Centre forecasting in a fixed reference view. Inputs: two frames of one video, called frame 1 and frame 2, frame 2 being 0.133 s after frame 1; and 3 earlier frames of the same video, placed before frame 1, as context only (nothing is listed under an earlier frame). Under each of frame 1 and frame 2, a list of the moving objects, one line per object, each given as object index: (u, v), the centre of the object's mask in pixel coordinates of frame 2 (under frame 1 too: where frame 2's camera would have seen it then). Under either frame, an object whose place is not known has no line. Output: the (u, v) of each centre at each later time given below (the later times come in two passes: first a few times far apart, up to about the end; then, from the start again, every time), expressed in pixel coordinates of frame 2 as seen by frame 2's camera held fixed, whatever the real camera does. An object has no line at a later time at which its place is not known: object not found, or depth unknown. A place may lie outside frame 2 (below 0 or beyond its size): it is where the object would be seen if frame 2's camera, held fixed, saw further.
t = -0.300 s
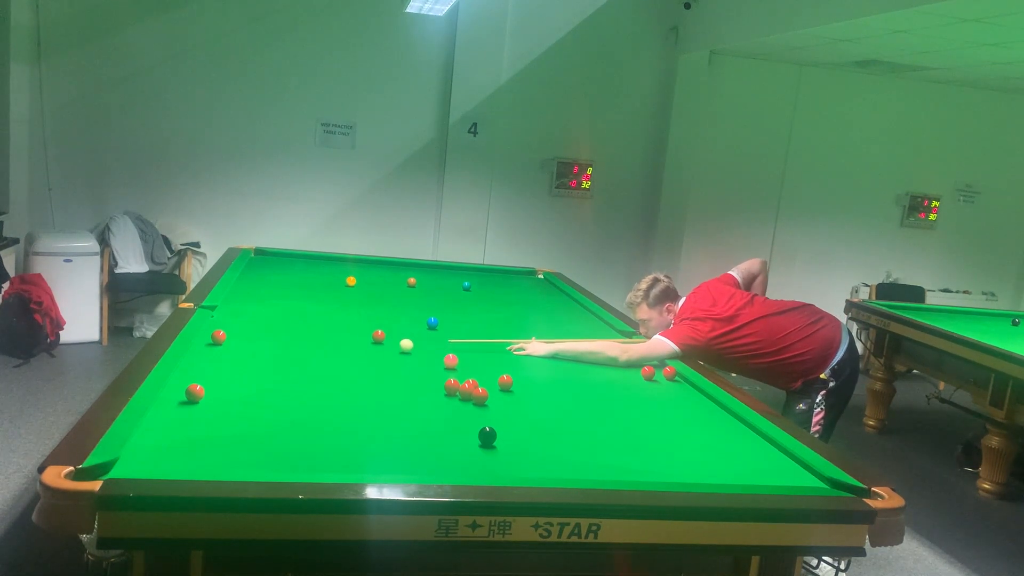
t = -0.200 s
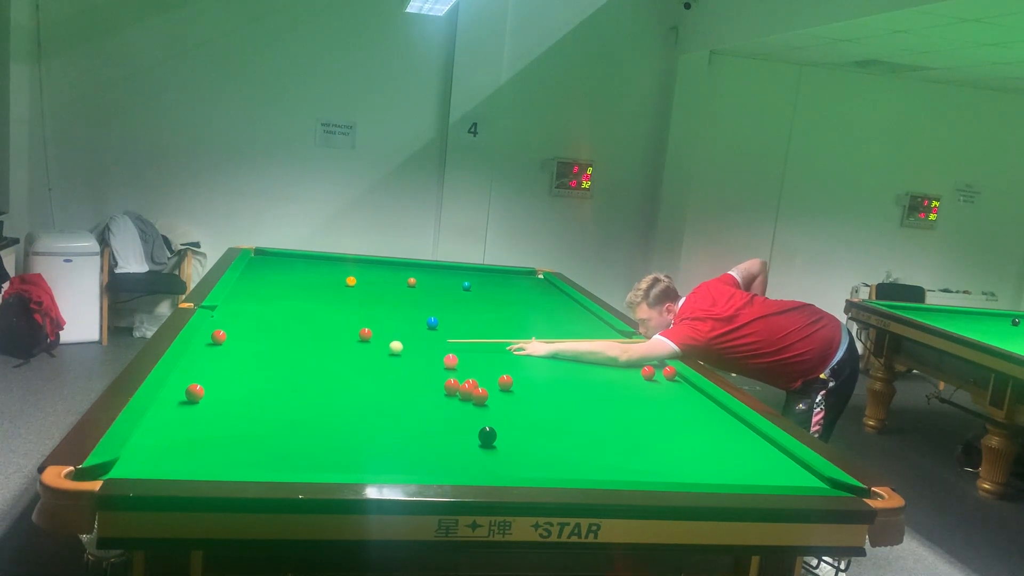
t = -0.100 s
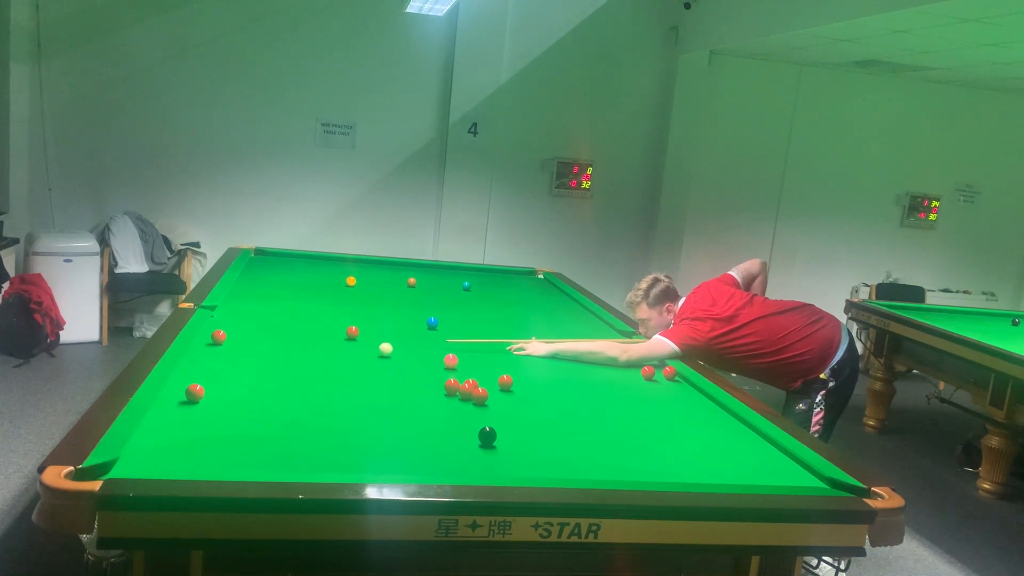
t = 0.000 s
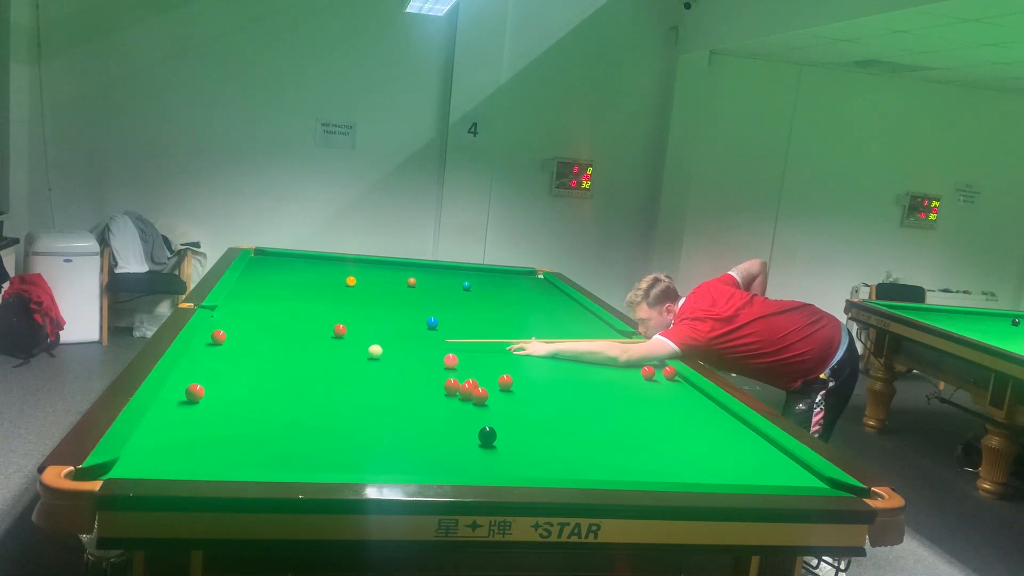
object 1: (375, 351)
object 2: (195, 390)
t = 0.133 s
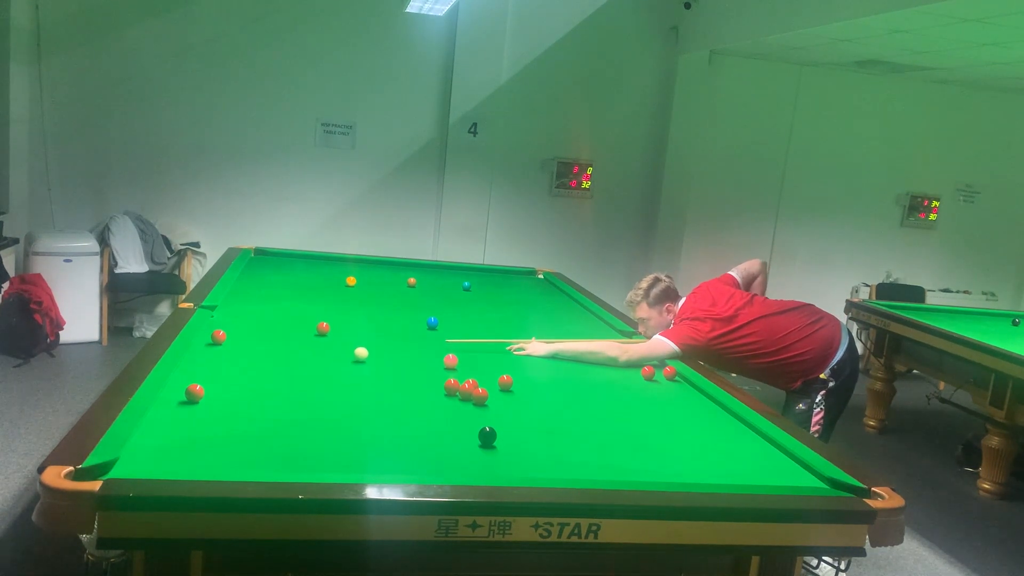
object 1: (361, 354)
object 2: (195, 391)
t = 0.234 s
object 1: (350, 355)
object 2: (195, 390)
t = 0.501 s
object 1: (321, 361)
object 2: (195, 390)
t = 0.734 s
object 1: (294, 366)
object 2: (195, 390)
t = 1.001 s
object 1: (263, 372)
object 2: (195, 390)
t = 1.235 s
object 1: (235, 377)
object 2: (194, 390)
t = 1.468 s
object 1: (208, 383)
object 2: (194, 390)
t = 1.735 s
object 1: (175, 389)
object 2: (194, 393)
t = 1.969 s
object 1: (175, 393)
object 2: (203, 394)
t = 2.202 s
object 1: (174, 396)
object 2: (212, 396)
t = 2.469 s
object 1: (173, 399)
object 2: (221, 397)
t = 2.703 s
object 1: (173, 401)
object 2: (228, 399)
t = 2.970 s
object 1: (172, 403)
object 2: (234, 399)
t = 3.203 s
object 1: (172, 405)
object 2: (238, 400)
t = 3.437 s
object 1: (173, 406)
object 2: (240, 400)
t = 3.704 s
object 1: (172, 406)
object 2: (242, 400)
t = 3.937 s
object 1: (172, 406)
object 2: (242, 400)
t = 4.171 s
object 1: (172, 406)
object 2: (242, 400)
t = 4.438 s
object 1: (172, 406)
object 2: (242, 400)
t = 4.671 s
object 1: (172, 406)
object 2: (242, 400)
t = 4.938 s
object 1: (172, 406)
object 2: (242, 400)
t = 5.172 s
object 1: (172, 406)
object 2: (242, 400)
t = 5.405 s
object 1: (173, 406)
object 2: (242, 400)
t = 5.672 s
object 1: (172, 406)
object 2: (242, 400)
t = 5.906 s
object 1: (173, 406)
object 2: (242, 400)
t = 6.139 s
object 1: (172, 406)
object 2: (242, 400)
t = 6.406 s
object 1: (172, 406)
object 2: (242, 400)
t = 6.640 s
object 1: (172, 406)
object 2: (242, 400)
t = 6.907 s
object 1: (172, 406)
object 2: (242, 400)
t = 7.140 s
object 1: (172, 406)
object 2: (242, 400)
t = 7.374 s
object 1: (172, 406)
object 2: (242, 400)
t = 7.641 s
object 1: (172, 406)
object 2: (242, 400)
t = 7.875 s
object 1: (172, 406)
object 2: (242, 400)
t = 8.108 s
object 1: (172, 406)
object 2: (242, 400)
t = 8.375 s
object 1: (172, 406)
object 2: (242, 400)
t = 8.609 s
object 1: (172, 406)
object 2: (242, 400)
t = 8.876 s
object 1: (172, 406)
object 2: (242, 400)
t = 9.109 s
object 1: (172, 406)
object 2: (242, 400)
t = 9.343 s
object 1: (172, 406)
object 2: (242, 400)
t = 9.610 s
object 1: (172, 406)
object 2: (242, 400)
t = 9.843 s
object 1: (172, 406)
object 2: (242, 400)
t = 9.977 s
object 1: (172, 406)
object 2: (242, 400)
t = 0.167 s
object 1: (357, 354)
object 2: (195, 390)
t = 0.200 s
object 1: (354, 355)
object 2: (195, 390)
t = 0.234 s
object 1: (350, 355)
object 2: (195, 390)
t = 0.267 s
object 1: (346, 356)
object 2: (195, 390)
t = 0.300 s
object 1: (343, 357)
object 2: (195, 390)
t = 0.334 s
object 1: (339, 357)
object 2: (195, 390)
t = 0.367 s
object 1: (336, 358)
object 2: (195, 390)
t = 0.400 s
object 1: (332, 359)
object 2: (195, 390)
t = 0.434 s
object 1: (328, 360)
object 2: (195, 390)
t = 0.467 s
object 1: (324, 360)
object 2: (195, 390)
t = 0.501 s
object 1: (321, 361)
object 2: (195, 390)
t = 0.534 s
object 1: (317, 362)
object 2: (195, 390)
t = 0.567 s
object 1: (313, 363)
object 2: (195, 390)
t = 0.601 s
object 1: (309, 363)
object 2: (195, 390)
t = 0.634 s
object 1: (306, 364)
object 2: (195, 390)
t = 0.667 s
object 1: (302, 365)
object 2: (195, 390)
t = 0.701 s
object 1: (298, 366)
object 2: (195, 390)
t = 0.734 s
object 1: (294, 366)
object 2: (195, 390)
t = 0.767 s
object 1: (290, 367)
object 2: (195, 390)
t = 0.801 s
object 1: (287, 367)
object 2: (195, 390)
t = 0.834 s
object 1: (283, 368)
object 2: (195, 390)
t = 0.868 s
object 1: (279, 369)
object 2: (195, 390)
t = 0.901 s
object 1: (275, 370)
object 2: (195, 390)
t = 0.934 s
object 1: (271, 371)
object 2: (195, 390)
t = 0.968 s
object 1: (267, 371)
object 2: (195, 390)
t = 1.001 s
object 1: (263, 372)
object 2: (195, 390)
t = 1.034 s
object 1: (260, 373)
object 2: (195, 390)
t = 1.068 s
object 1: (256, 373)
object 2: (195, 390)
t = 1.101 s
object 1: (251, 374)
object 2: (195, 391)
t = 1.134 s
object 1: (247, 375)
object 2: (194, 390)
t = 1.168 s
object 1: (243, 376)
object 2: (194, 390)
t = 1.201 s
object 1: (239, 377)
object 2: (194, 390)
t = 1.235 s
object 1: (235, 377)
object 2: (194, 390)
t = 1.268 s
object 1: (231, 378)
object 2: (194, 390)
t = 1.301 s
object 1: (227, 379)
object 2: (194, 390)
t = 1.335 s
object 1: (223, 380)
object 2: (194, 390)
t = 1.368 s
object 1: (219, 381)
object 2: (194, 390)
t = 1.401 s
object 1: (215, 381)
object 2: (194, 390)
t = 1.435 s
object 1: (212, 382)
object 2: (194, 390)
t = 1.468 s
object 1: (208, 383)
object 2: (194, 390)
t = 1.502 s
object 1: (205, 382)
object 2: (194, 391)
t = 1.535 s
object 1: (201, 382)
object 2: (194, 391)
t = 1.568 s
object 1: (196, 382)
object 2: (194, 391)
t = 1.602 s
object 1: (190, 382)
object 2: (195, 391)
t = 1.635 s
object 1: (185, 385)
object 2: (195, 391)
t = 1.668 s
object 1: (182, 387)
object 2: (194, 393)
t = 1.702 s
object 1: (178, 388)
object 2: (194, 393)
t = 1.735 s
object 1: (175, 389)
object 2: (194, 393)
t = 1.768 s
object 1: (175, 390)
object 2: (194, 393)
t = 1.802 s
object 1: (177, 390)
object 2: (195, 393)
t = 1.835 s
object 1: (176, 391)
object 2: (196, 393)
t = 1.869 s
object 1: (176, 391)
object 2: (198, 393)
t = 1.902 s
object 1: (176, 392)
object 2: (200, 394)
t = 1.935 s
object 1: (175, 393)
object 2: (201, 394)
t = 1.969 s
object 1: (175, 393)
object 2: (203, 394)
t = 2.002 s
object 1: (175, 394)
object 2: (204, 394)
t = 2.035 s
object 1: (175, 394)
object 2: (205, 395)
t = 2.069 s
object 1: (174, 394)
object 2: (207, 395)
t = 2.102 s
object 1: (174, 395)
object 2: (208, 395)
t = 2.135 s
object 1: (174, 395)
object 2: (210, 395)
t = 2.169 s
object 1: (174, 396)
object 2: (211, 396)
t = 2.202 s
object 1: (174, 396)
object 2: (212, 396)
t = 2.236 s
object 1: (174, 396)
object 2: (213, 396)
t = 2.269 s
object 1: (174, 397)
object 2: (215, 396)
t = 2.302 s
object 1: (174, 397)
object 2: (216, 396)
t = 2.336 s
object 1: (173, 398)
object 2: (217, 397)
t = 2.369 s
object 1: (173, 398)
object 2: (218, 397)
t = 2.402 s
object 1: (173, 398)
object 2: (219, 397)
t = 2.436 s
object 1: (173, 399)
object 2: (220, 397)
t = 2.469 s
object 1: (173, 399)
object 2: (221, 397)
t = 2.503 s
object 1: (173, 399)
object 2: (222, 397)
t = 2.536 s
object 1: (173, 400)
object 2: (223, 398)
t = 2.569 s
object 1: (173, 400)
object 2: (225, 398)
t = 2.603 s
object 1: (173, 400)
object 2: (225, 398)
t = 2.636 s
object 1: (173, 401)
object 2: (226, 398)
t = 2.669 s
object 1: (173, 401)
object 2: (227, 398)
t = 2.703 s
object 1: (173, 401)
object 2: (228, 399)
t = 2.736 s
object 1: (173, 402)
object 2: (229, 399)
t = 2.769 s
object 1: (173, 402)
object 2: (230, 399)
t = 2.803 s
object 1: (173, 402)
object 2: (230, 399)
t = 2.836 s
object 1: (172, 402)
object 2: (231, 399)
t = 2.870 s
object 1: (172, 403)
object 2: (232, 399)
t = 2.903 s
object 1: (172, 403)
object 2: (233, 399)
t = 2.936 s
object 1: (172, 403)
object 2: (233, 399)
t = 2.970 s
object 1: (172, 403)
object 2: (234, 399)
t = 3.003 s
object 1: (172, 403)
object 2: (234, 400)
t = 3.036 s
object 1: (172, 404)
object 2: (235, 400)
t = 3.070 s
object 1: (172, 404)
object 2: (236, 400)
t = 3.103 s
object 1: (172, 404)
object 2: (236, 400)
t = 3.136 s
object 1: (172, 404)
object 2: (237, 400)
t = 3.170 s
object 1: (172, 404)
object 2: (237, 400)
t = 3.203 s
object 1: (172, 405)
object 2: (238, 400)
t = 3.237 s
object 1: (172, 405)
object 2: (238, 400)
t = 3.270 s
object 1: (172, 405)
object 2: (239, 400)
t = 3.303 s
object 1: (172, 405)
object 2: (239, 400)
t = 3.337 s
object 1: (173, 405)
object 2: (239, 400)
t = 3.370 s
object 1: (172, 405)
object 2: (240, 400)
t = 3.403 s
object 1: (172, 406)
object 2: (240, 400)
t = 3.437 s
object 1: (173, 406)
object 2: (240, 400)
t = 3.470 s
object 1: (172, 406)
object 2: (241, 400)
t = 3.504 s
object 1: (172, 406)
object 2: (241, 400)
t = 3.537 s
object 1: (172, 406)
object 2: (241, 400)
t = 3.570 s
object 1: (172, 406)
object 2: (241, 400)
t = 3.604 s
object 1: (172, 406)
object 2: (241, 400)
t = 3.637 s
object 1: (172, 406)
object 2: (242, 400)
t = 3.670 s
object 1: (172, 406)
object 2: (242, 400)
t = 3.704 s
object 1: (172, 406)
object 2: (242, 400)
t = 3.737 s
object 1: (172, 406)
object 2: (242, 400)
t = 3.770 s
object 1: (172, 406)
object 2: (242, 400)
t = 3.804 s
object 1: (172, 406)
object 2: (242, 400)
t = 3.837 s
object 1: (172, 406)
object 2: (242, 400)
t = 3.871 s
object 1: (172, 406)
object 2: (242, 400)
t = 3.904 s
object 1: (172, 406)
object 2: (242, 400)
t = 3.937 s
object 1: (172, 406)
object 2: (242, 400)
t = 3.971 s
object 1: (172, 406)
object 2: (242, 400)
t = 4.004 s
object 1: (172, 406)
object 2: (242, 400)
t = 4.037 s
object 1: (172, 406)
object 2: (242, 400)
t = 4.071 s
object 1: (172, 406)
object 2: (242, 400)
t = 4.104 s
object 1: (172, 406)
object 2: (242, 400)
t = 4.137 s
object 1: (172, 406)
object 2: (242, 400)
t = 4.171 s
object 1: (172, 406)
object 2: (242, 400)
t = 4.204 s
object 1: (172, 406)
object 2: (242, 400)
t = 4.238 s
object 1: (172, 406)
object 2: (242, 400)
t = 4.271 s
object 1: (172, 406)
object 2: (242, 400)
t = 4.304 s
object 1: (172, 406)
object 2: (242, 400)
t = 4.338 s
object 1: (172, 406)
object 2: (242, 400)
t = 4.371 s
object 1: (172, 406)
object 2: (242, 400)
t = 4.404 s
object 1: (172, 406)
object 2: (242, 400)
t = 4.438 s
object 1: (172, 406)
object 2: (242, 400)
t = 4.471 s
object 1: (172, 406)
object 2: (242, 400)
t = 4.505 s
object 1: (172, 406)
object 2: (242, 400)
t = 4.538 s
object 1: (172, 406)
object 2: (242, 400)
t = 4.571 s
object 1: (172, 406)
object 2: (242, 400)
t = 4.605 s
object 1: (172, 406)
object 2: (242, 400)
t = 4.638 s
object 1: (172, 406)
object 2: (242, 400)
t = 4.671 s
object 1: (172, 406)
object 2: (242, 400)
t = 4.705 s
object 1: (172, 406)
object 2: (242, 400)
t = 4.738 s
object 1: (172, 406)
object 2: (242, 400)
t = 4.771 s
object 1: (172, 406)
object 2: (242, 400)
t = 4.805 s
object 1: (172, 406)
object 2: (242, 400)
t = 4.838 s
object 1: (172, 406)
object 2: (242, 400)
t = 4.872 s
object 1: (172, 406)
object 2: (242, 400)
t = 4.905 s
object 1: (172, 406)
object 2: (242, 400)
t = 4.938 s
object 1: (172, 406)
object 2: (242, 400)
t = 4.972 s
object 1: (172, 406)
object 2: (242, 400)
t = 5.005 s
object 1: (172, 406)
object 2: (242, 400)
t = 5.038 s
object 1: (172, 406)
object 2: (242, 400)
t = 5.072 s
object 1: (172, 406)
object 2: (242, 400)
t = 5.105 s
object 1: (173, 406)
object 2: (242, 400)
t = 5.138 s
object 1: (173, 406)
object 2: (242, 400)
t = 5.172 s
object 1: (172, 406)
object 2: (242, 400)
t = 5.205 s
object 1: (172, 406)
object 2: (242, 400)
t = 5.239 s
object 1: (172, 406)
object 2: (242, 400)
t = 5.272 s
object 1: (173, 406)
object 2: (242, 400)
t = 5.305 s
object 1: (173, 406)
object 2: (242, 400)
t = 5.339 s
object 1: (172, 406)
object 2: (242, 400)
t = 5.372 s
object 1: (172, 406)
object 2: (242, 400)
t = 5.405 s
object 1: (173, 406)
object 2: (242, 400)
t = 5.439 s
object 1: (172, 406)
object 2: (242, 400)
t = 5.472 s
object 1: (172, 406)
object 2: (242, 400)
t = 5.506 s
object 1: (173, 406)
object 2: (242, 400)
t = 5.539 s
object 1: (172, 406)
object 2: (242, 400)
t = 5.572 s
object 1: (172, 406)
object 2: (242, 400)
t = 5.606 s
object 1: (172, 406)
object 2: (242, 400)
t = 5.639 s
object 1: (172, 406)
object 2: (242, 400)
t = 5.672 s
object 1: (172, 406)
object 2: (242, 400)
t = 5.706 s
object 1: (172, 406)
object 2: (242, 400)
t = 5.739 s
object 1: (172, 406)
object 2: (242, 400)
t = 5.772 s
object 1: (172, 406)
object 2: (242, 400)
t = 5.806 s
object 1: (172, 406)
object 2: (242, 400)
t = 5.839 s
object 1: (172, 406)
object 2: (242, 400)
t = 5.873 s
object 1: (172, 406)
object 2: (242, 400)
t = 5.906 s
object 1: (173, 406)
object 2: (242, 400)
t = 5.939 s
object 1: (172, 406)
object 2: (242, 400)
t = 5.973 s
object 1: (172, 406)
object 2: (242, 400)
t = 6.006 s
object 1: (172, 406)
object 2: (242, 400)
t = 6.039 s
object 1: (172, 406)
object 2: (242, 400)
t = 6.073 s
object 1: (173, 406)
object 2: (242, 400)
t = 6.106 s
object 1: (172, 406)
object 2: (242, 400)
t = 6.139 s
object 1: (172, 406)
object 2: (242, 400)
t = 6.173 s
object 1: (172, 406)
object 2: (242, 400)
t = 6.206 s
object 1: (172, 406)
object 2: (242, 400)
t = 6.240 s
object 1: (173, 406)
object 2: (242, 400)
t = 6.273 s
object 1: (172, 406)
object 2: (242, 400)
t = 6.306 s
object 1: (173, 406)
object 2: (242, 400)
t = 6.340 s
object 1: (172, 406)
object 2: (242, 400)
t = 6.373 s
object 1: (172, 406)
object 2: (242, 400)
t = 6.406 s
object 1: (172, 406)
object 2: (242, 400)
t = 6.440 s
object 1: (172, 406)
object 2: (242, 400)
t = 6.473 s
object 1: (173, 406)
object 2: (242, 400)
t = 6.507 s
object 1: (172, 406)
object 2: (242, 400)
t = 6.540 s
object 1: (172, 406)
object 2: (242, 400)
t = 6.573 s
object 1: (172, 406)
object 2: (242, 400)
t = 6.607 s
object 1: (172, 406)
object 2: (242, 400)
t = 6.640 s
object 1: (172, 406)
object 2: (242, 400)
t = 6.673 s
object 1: (172, 406)
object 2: (242, 400)
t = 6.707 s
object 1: (172, 406)
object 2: (242, 400)
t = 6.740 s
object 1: (172, 406)
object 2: (242, 400)
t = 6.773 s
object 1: (172, 406)
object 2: (242, 400)
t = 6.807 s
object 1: (172, 406)
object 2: (242, 400)
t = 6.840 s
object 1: (172, 406)
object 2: (242, 400)
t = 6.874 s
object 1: (172, 406)
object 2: (242, 400)
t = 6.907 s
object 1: (172, 406)
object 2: (242, 400)
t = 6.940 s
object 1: (172, 406)
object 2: (242, 400)
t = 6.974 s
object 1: (172, 406)
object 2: (242, 400)
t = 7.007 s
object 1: (172, 406)
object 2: (242, 400)
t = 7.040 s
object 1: (172, 406)
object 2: (242, 400)
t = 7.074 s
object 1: (172, 406)
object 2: (242, 400)
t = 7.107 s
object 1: (172, 406)
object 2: (242, 400)
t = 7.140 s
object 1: (172, 406)
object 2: (242, 400)
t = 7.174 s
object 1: (172, 406)
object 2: (242, 400)
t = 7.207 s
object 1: (172, 406)
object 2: (242, 400)
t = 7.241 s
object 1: (172, 406)
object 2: (242, 400)
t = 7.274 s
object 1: (172, 406)
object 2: (242, 400)
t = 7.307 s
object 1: (172, 406)
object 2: (242, 400)
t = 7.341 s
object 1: (172, 406)
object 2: (242, 400)
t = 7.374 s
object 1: (172, 406)
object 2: (242, 400)
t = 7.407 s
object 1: (172, 406)
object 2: (242, 400)
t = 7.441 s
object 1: (172, 406)
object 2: (242, 400)
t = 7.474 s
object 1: (172, 406)
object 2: (242, 400)
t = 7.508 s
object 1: (172, 406)
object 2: (242, 400)
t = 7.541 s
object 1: (172, 406)
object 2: (242, 400)
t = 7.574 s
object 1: (172, 406)
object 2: (242, 400)
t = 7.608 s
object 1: (172, 406)
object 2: (242, 400)
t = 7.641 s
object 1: (172, 406)
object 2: (242, 400)
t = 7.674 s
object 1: (172, 406)
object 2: (242, 400)
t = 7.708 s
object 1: (172, 406)
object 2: (242, 400)
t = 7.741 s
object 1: (172, 406)
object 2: (242, 400)
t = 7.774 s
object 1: (172, 406)
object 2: (242, 400)
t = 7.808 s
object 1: (172, 406)
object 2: (242, 400)
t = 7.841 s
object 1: (172, 406)
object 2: (242, 400)
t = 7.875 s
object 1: (172, 406)
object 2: (242, 400)
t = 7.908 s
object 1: (172, 406)
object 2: (242, 400)
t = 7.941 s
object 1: (172, 406)
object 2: (242, 400)
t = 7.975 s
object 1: (172, 406)
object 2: (242, 400)
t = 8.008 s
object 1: (172, 406)
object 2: (242, 400)
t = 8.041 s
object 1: (172, 406)
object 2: (242, 400)
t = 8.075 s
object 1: (172, 406)
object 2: (242, 400)
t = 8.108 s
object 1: (172, 406)
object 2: (242, 400)
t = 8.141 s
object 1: (172, 406)
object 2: (242, 400)
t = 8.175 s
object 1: (172, 406)
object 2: (242, 400)
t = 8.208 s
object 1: (172, 406)
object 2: (242, 400)
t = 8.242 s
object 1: (172, 406)
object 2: (242, 400)
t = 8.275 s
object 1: (172, 406)
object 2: (242, 400)
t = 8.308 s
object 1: (172, 406)
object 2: (242, 400)
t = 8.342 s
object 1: (172, 406)
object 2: (242, 400)
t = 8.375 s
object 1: (172, 406)
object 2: (242, 400)
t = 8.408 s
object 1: (172, 406)
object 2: (242, 400)
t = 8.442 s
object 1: (172, 406)
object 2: (242, 400)
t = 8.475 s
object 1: (172, 406)
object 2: (242, 400)
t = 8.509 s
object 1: (172, 406)
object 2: (242, 400)
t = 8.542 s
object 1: (172, 406)
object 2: (242, 400)
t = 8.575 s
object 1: (172, 406)
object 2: (242, 400)
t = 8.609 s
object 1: (172, 406)
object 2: (242, 400)
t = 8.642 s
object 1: (172, 406)
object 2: (242, 400)
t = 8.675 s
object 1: (172, 406)
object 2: (242, 400)
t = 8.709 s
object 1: (172, 406)
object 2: (242, 400)
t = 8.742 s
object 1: (172, 406)
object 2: (242, 400)
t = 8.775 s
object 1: (172, 406)
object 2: (242, 400)
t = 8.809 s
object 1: (172, 406)
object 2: (242, 400)
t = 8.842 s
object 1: (172, 406)
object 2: (242, 400)
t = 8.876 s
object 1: (172, 406)
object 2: (242, 400)
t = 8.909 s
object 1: (172, 406)
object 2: (242, 400)
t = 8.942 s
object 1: (172, 406)
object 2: (242, 400)
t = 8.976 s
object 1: (172, 406)
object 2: (242, 400)
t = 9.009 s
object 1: (172, 406)
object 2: (242, 400)
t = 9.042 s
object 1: (172, 406)
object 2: (242, 400)
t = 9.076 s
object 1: (172, 406)
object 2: (242, 400)
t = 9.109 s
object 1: (172, 406)
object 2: (242, 400)
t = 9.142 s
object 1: (172, 406)
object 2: (242, 400)
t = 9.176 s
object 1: (172, 406)
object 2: (242, 400)
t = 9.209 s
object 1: (172, 406)
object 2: (242, 400)
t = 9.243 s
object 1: (172, 406)
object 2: (242, 400)
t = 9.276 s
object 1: (172, 406)
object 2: (242, 400)
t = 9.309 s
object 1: (172, 406)
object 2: (242, 400)
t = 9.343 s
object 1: (172, 406)
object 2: (242, 400)
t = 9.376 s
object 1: (172, 406)
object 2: (242, 400)
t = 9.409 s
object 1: (172, 406)
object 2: (242, 400)
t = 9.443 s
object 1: (172, 406)
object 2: (242, 400)
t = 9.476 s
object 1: (172, 406)
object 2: (242, 400)
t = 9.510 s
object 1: (172, 406)
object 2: (242, 400)
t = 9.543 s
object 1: (172, 406)
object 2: (242, 400)
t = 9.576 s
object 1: (172, 406)
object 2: (242, 400)
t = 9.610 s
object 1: (172, 406)
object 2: (242, 400)
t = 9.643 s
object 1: (172, 406)
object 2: (242, 400)
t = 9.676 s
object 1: (172, 406)
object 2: (242, 400)
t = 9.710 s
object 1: (172, 406)
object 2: (242, 400)
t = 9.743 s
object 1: (172, 406)
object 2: (242, 400)
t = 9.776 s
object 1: (172, 406)
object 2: (242, 400)
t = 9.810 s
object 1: (172, 406)
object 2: (242, 400)
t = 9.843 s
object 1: (172, 406)
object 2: (242, 400)
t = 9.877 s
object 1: (172, 406)
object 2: (242, 400)
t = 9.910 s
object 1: (172, 406)
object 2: (242, 400)
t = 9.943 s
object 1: (172, 406)
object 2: (242, 400)
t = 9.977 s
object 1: (172, 406)
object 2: (242, 400)
